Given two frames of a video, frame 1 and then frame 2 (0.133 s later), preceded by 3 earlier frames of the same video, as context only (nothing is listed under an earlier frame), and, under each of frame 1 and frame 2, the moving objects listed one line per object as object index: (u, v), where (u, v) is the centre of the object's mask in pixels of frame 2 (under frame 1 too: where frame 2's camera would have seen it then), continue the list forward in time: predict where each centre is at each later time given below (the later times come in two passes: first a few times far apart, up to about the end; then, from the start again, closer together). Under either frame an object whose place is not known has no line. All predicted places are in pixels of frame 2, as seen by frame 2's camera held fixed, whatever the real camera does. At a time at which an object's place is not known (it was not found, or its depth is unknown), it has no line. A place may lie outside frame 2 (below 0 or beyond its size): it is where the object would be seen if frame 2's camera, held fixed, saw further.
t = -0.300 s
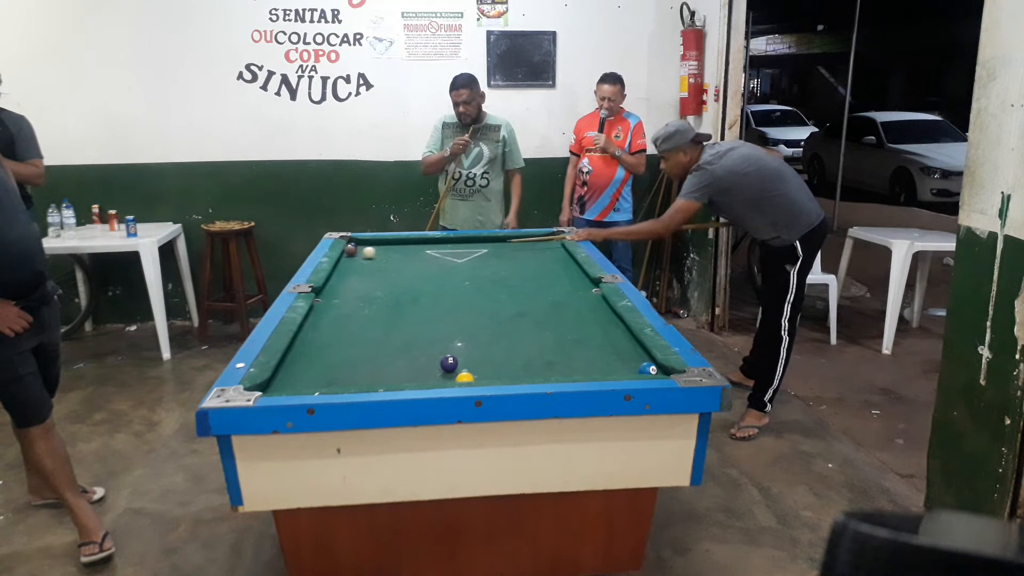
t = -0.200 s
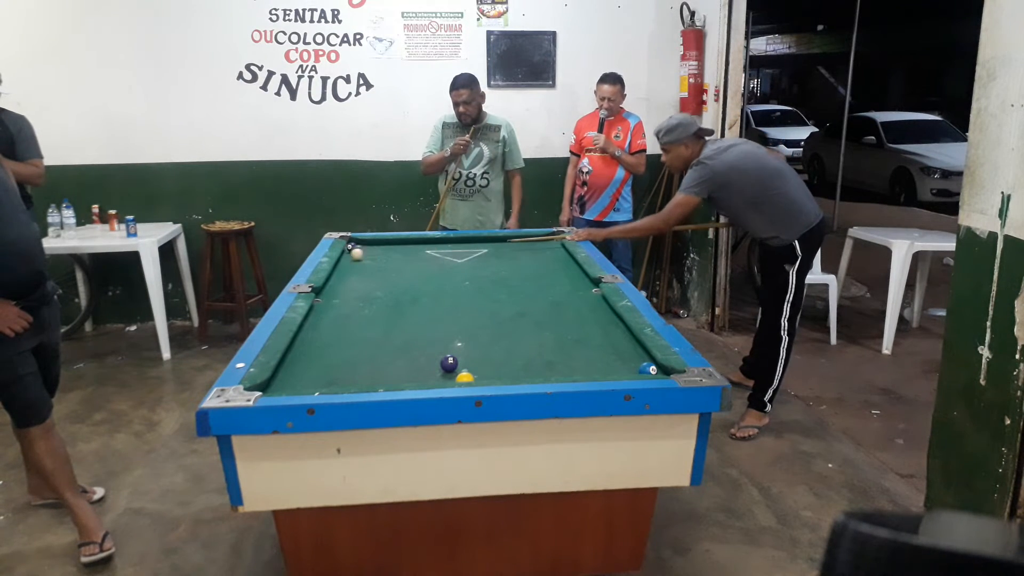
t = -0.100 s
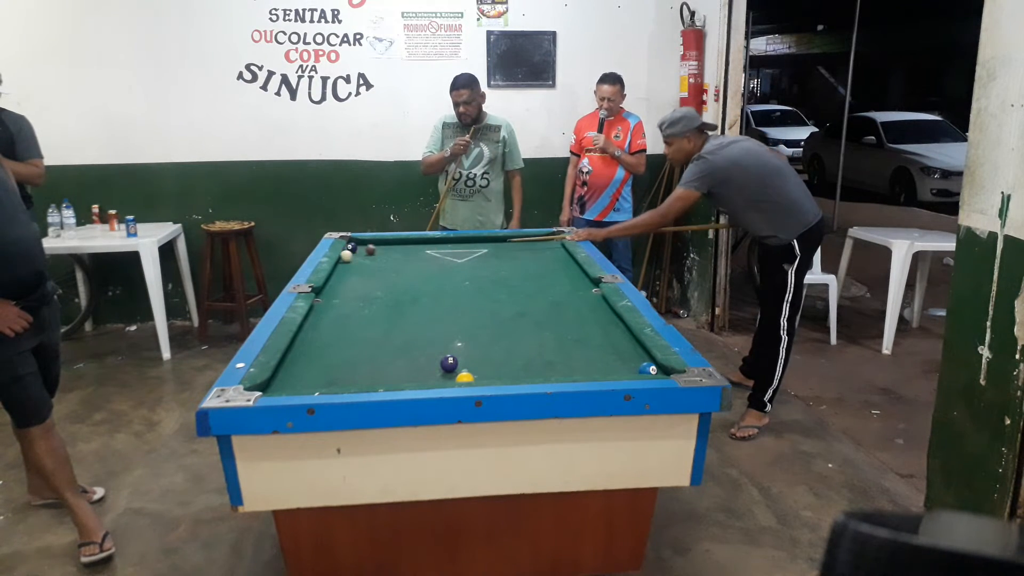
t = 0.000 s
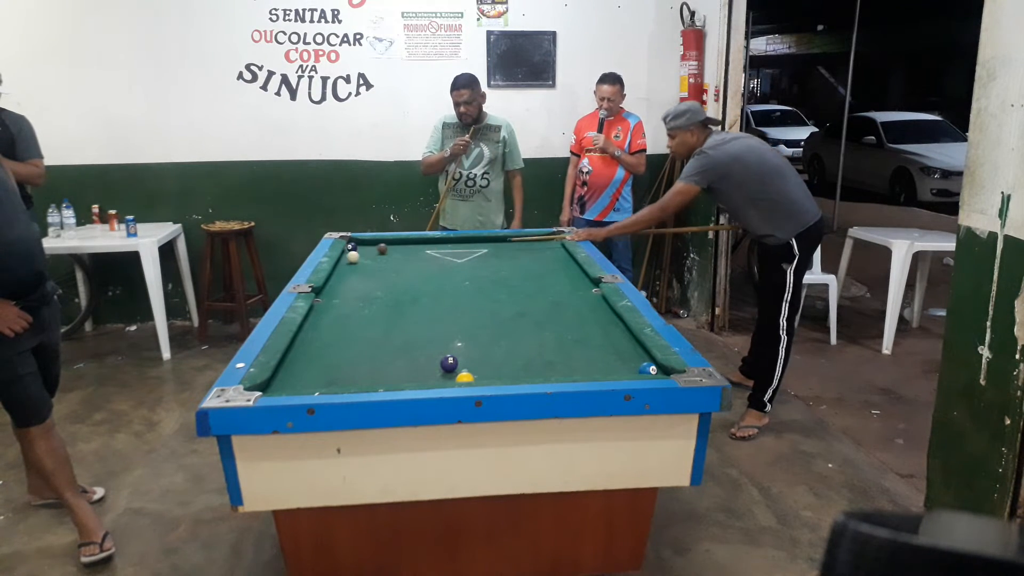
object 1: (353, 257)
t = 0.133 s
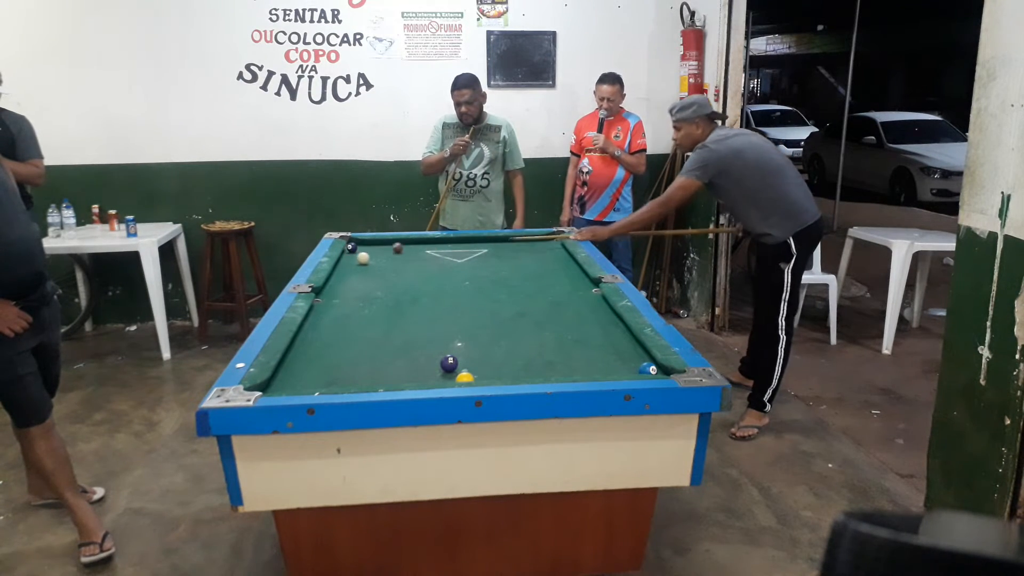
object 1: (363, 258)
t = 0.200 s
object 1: (368, 259)
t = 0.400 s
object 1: (382, 261)
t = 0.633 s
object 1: (398, 262)
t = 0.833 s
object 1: (411, 264)
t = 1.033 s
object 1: (423, 265)
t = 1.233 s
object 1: (434, 266)
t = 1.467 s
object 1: (445, 267)
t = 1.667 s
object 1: (454, 268)
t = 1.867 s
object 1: (461, 268)
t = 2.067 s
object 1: (468, 269)
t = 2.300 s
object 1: (474, 269)
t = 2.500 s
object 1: (479, 269)
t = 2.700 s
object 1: (481, 269)
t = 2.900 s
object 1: (484, 269)
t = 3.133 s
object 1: (484, 269)
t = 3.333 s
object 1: (484, 269)
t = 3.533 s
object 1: (484, 269)
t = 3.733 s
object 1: (484, 269)
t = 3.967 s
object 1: (484, 269)
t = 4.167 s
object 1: (484, 269)
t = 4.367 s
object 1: (484, 269)
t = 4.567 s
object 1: (484, 269)
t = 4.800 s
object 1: (484, 269)
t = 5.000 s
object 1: (484, 269)
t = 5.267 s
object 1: (484, 269)
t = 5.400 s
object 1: (484, 269)
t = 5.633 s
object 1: (484, 269)
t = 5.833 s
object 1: (484, 269)
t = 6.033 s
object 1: (484, 269)
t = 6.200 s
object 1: (484, 269)
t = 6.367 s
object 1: (484, 269)
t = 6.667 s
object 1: (484, 269)
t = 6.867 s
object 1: (484, 269)
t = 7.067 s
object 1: (484, 269)
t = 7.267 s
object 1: (484, 269)
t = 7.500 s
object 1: (484, 269)
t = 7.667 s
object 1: (484, 269)
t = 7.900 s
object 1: (485, 269)
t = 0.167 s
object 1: (365, 259)
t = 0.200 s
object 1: (368, 259)
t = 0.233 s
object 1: (370, 259)
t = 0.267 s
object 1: (373, 260)
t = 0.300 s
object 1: (375, 260)
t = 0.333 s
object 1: (378, 260)
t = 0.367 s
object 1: (380, 260)
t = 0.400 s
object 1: (382, 261)
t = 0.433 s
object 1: (385, 261)
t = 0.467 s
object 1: (387, 261)
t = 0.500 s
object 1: (389, 261)
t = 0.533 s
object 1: (391, 262)
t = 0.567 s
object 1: (394, 262)
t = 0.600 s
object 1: (396, 262)
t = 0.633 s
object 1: (398, 262)
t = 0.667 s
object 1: (400, 263)
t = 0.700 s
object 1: (403, 263)
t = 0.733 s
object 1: (405, 263)
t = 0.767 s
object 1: (407, 263)
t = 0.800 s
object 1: (409, 263)
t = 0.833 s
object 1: (411, 264)
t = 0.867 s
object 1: (413, 264)
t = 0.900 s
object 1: (415, 264)
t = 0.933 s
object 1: (417, 264)
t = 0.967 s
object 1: (419, 265)
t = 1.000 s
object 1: (421, 265)
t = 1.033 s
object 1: (423, 265)
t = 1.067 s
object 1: (425, 265)
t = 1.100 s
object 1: (427, 265)
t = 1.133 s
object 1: (428, 265)
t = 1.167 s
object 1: (430, 266)
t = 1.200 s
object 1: (432, 266)
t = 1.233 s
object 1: (434, 266)
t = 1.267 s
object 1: (435, 266)
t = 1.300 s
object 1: (437, 266)
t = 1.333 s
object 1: (439, 266)
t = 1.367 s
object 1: (440, 267)
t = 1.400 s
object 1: (442, 267)
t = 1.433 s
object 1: (444, 267)
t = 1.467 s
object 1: (445, 267)
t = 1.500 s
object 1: (447, 267)
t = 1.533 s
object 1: (448, 267)
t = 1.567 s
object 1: (450, 267)
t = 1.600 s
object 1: (451, 268)
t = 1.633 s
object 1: (453, 268)
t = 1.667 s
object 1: (454, 268)
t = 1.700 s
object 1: (455, 268)
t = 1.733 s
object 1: (456, 268)
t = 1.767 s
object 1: (458, 268)
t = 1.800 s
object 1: (459, 268)
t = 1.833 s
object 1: (460, 268)
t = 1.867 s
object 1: (461, 268)
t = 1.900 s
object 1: (463, 268)
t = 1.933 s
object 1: (464, 269)
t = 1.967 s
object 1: (465, 269)
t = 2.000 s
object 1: (466, 269)
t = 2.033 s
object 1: (467, 269)
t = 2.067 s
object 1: (468, 269)
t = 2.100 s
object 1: (469, 269)
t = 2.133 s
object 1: (470, 269)
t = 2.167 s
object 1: (471, 269)
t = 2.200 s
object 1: (472, 269)
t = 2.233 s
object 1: (473, 269)
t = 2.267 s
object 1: (473, 269)
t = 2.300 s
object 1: (474, 269)
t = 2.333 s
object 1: (475, 269)
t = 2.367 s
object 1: (476, 269)
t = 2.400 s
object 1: (477, 269)
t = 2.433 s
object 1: (477, 269)
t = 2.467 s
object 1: (478, 269)
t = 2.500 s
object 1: (479, 269)
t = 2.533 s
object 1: (479, 270)
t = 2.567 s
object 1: (480, 269)
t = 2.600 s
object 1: (480, 269)
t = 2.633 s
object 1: (481, 269)
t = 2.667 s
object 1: (481, 269)
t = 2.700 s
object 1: (481, 269)
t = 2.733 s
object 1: (482, 269)
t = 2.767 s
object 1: (482, 269)
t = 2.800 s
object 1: (483, 269)
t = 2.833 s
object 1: (483, 269)
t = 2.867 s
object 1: (483, 269)
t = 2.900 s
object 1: (484, 269)
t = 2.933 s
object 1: (484, 269)
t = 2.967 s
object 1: (484, 269)
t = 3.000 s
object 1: (484, 269)
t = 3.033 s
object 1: (484, 269)
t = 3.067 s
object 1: (484, 269)
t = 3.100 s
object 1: (484, 269)
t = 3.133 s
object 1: (484, 269)
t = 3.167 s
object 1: (484, 269)
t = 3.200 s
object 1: (484, 269)
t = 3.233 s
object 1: (484, 269)
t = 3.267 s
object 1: (484, 269)
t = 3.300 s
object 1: (484, 269)
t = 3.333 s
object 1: (484, 269)
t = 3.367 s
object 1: (484, 269)
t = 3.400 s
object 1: (484, 269)
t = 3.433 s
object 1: (484, 269)
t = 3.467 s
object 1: (484, 269)
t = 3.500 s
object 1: (484, 269)
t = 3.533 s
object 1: (484, 269)
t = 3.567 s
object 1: (484, 269)
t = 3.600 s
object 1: (484, 269)
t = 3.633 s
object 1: (484, 269)
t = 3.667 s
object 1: (484, 269)
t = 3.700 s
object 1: (484, 269)
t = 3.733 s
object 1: (484, 269)
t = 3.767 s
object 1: (484, 269)
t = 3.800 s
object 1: (484, 269)
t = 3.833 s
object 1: (484, 269)
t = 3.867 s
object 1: (484, 269)
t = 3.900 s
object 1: (484, 269)
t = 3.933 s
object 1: (484, 269)
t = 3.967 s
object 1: (484, 269)
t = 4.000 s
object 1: (484, 269)
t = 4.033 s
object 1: (484, 269)
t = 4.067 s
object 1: (484, 269)
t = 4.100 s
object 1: (484, 269)
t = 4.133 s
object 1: (484, 269)
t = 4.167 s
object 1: (484, 269)
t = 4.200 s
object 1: (484, 269)
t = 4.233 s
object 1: (484, 269)
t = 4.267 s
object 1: (484, 269)
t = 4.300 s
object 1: (484, 269)
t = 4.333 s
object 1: (484, 269)
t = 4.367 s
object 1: (484, 269)
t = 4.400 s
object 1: (484, 269)
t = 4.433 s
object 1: (484, 269)
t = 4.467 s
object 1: (484, 269)
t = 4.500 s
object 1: (484, 269)
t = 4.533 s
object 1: (484, 269)
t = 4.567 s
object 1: (484, 269)
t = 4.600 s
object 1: (484, 269)
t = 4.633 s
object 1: (484, 269)
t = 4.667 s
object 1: (484, 269)
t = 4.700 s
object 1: (484, 269)
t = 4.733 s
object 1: (484, 269)
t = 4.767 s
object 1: (484, 269)
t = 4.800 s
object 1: (484, 269)
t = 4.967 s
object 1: (484, 269)
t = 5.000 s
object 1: (484, 269)
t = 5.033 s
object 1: (484, 269)
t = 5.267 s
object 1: (484, 269)
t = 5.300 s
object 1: (484, 269)
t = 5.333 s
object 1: (484, 269)
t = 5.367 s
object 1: (484, 269)
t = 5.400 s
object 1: (484, 269)
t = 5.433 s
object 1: (484, 269)
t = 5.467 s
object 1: (484, 269)
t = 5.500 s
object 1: (484, 269)
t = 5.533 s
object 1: (484, 269)
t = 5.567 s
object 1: (484, 269)
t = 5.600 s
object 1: (484, 269)
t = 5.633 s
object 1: (484, 269)
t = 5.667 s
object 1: (484, 269)
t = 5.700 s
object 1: (484, 269)
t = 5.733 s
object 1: (484, 269)
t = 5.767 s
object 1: (484, 269)
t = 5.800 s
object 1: (484, 269)
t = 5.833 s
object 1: (484, 269)
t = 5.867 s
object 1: (484, 269)
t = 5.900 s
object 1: (484, 269)
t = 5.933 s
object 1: (484, 269)
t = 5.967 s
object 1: (484, 269)
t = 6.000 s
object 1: (484, 269)
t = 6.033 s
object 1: (484, 269)
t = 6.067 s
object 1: (484, 269)
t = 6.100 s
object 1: (484, 269)
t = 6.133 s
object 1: (484, 269)
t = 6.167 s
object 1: (484, 269)
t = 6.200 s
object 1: (484, 269)
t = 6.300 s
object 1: (484, 269)
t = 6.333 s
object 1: (484, 269)
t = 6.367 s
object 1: (484, 269)
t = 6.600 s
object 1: (484, 269)
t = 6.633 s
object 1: (484, 269)
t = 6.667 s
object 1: (484, 269)
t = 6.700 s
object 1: (484, 269)
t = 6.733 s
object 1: (484, 269)
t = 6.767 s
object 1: (484, 269)
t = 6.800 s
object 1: (484, 269)
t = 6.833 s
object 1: (484, 269)
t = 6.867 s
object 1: (484, 269)
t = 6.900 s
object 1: (484, 269)
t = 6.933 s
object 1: (484, 269)
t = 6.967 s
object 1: (484, 269)
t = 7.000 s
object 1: (484, 269)
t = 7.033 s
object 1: (484, 269)
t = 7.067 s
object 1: (484, 269)
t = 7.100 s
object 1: (484, 269)
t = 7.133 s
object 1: (484, 269)
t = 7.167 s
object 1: (484, 269)
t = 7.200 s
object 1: (484, 269)
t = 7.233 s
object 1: (484, 269)
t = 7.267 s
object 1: (484, 269)
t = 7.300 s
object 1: (484, 269)
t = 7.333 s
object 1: (484, 269)
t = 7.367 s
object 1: (484, 269)
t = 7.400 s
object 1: (484, 269)
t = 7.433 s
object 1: (484, 269)
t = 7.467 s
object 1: (484, 269)
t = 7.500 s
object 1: (484, 269)
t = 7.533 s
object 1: (484, 269)
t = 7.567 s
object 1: (484, 269)
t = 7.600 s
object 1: (484, 269)
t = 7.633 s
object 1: (484, 269)
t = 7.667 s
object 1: (484, 269)
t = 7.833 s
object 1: (484, 269)
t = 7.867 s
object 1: (484, 269)
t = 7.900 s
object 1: (485, 269)
